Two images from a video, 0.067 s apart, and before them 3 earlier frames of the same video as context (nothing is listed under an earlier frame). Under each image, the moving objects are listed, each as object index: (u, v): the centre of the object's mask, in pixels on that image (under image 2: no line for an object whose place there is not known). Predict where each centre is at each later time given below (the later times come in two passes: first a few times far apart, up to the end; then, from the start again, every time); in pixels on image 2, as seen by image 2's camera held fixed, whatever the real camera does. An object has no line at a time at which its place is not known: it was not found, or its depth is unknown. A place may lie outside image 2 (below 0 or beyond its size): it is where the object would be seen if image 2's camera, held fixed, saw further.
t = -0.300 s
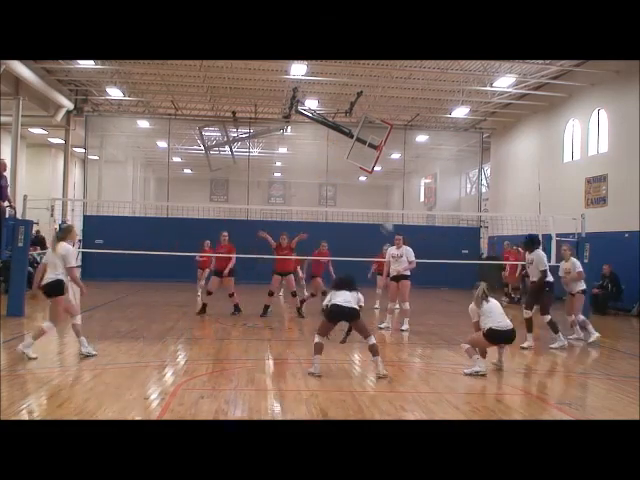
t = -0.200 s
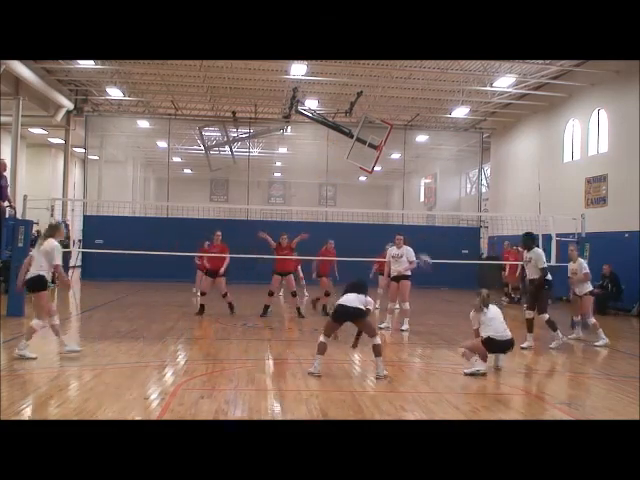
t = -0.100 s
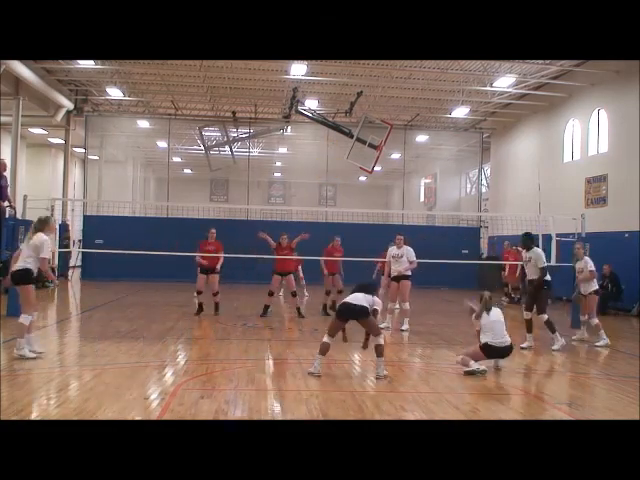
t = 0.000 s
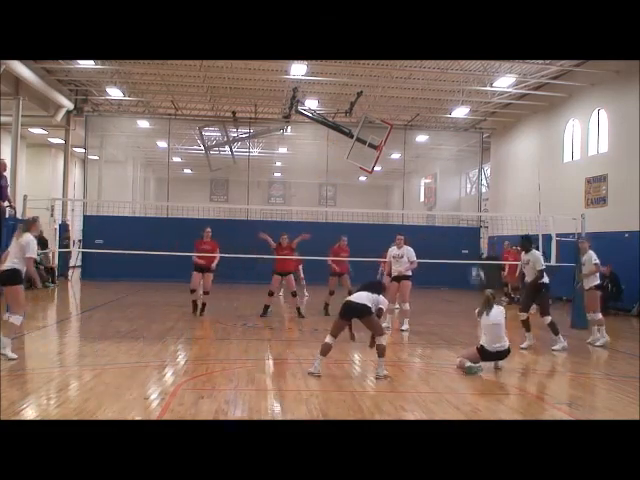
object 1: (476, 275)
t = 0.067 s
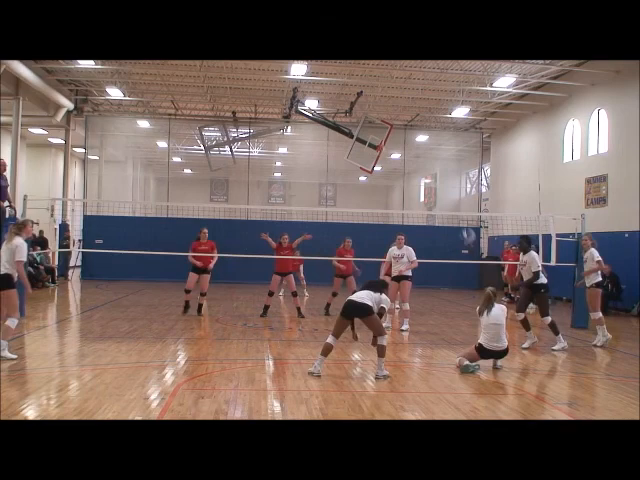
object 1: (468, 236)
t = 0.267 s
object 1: (442, 147)
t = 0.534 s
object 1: (414, 79)
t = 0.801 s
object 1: (388, 63)
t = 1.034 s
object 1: (368, 79)
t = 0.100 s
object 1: (463, 219)
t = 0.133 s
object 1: (458, 203)
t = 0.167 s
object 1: (454, 189)
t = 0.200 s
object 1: (450, 173)
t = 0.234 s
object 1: (446, 160)
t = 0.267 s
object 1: (442, 147)
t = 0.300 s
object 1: (438, 135)
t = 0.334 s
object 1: (434, 122)
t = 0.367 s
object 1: (430, 115)
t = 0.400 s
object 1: (428, 106)
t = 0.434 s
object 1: (424, 98)
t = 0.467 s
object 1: (421, 92)
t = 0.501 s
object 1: (417, 85)
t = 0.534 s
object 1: (414, 79)
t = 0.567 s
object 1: (409, 75)
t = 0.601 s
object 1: (407, 70)
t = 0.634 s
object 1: (403, 69)
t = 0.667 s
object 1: (400, 66)
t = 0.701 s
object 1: (397, 64)
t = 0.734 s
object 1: (393, 64)
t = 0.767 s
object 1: (390, 63)
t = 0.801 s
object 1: (388, 63)
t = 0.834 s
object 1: (385, 64)
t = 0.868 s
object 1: (382, 64)
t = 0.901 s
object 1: (378, 66)
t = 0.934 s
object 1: (375, 69)
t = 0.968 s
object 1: (372, 70)
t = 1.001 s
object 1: (369, 74)
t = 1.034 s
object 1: (368, 79)
